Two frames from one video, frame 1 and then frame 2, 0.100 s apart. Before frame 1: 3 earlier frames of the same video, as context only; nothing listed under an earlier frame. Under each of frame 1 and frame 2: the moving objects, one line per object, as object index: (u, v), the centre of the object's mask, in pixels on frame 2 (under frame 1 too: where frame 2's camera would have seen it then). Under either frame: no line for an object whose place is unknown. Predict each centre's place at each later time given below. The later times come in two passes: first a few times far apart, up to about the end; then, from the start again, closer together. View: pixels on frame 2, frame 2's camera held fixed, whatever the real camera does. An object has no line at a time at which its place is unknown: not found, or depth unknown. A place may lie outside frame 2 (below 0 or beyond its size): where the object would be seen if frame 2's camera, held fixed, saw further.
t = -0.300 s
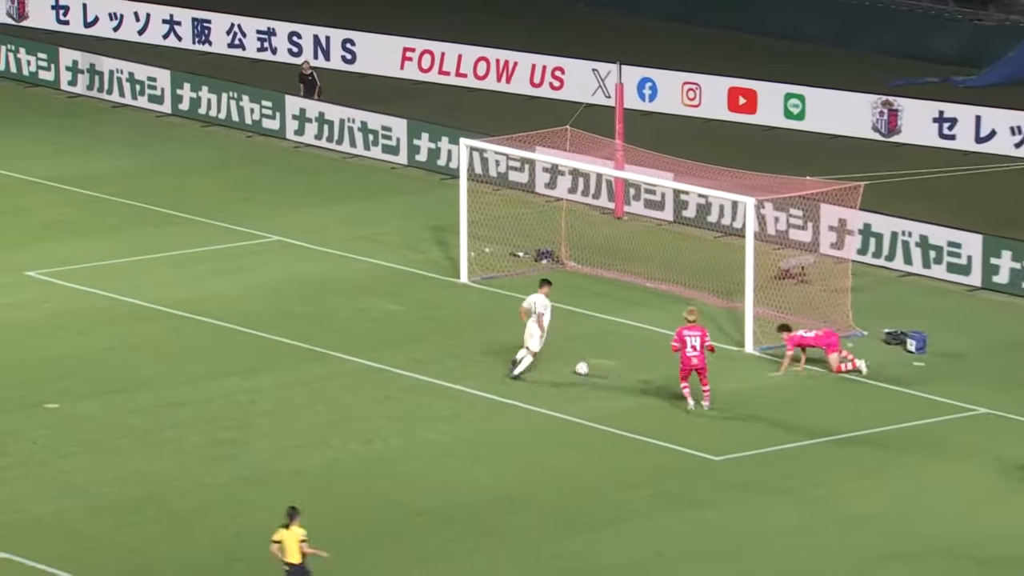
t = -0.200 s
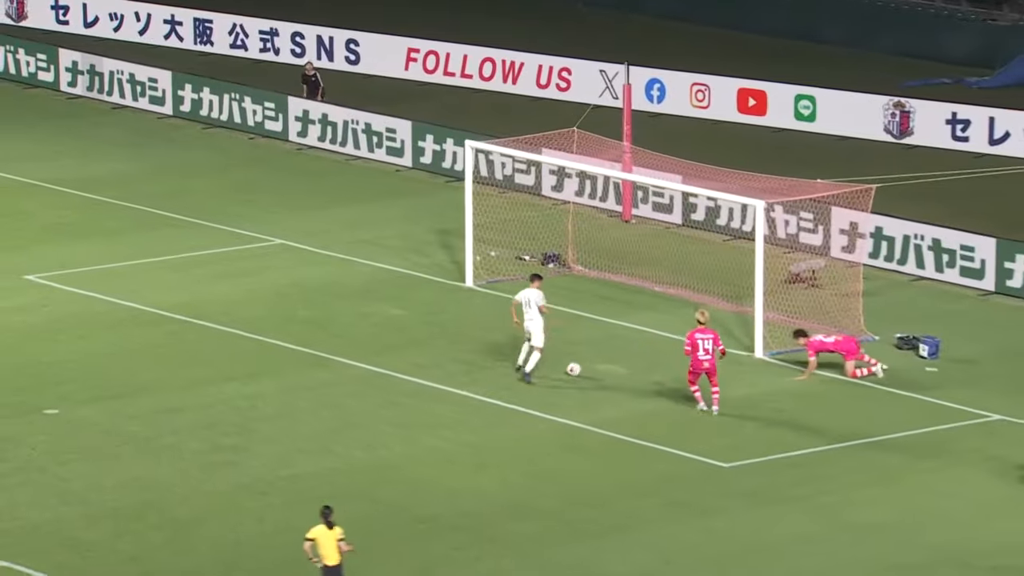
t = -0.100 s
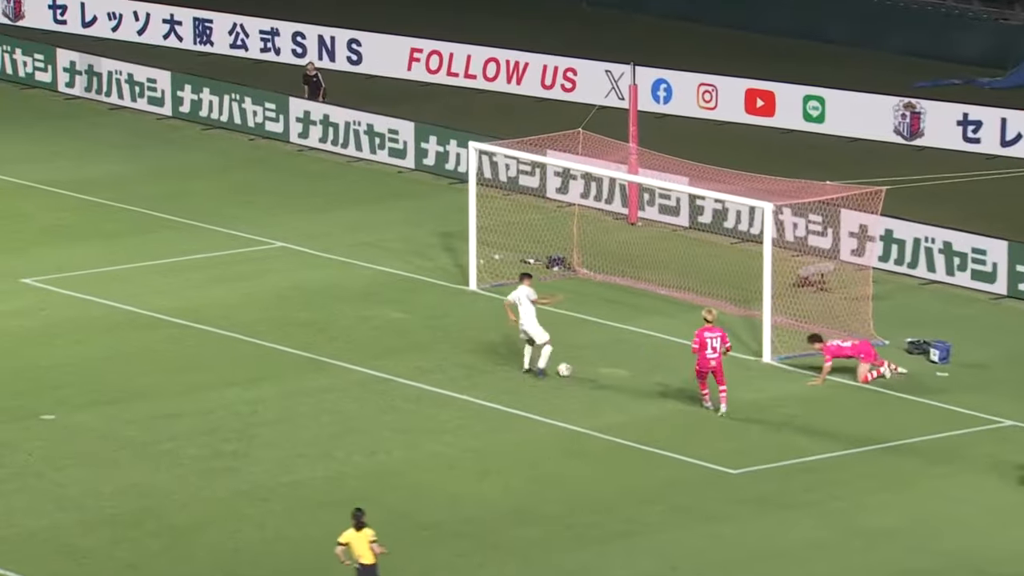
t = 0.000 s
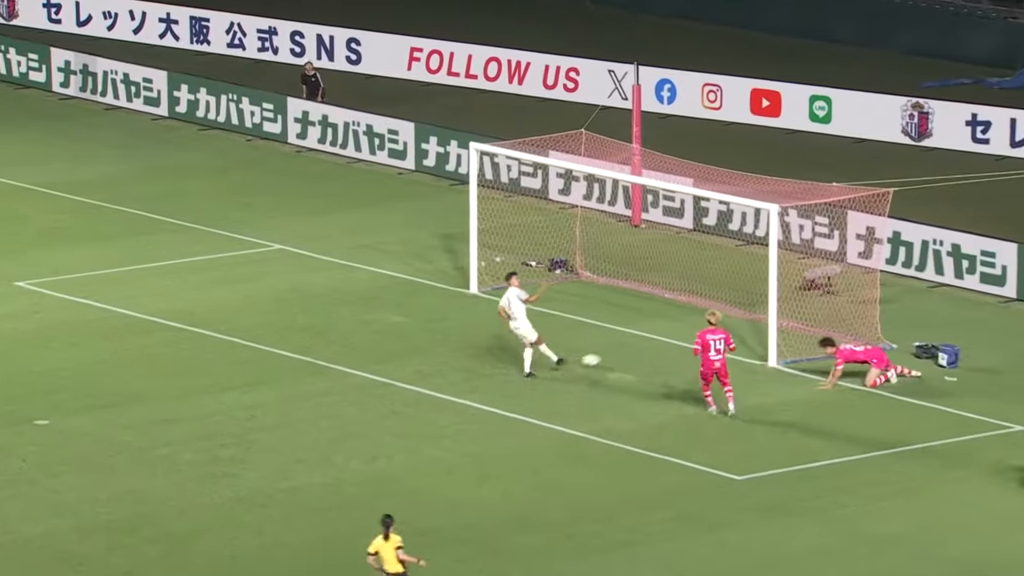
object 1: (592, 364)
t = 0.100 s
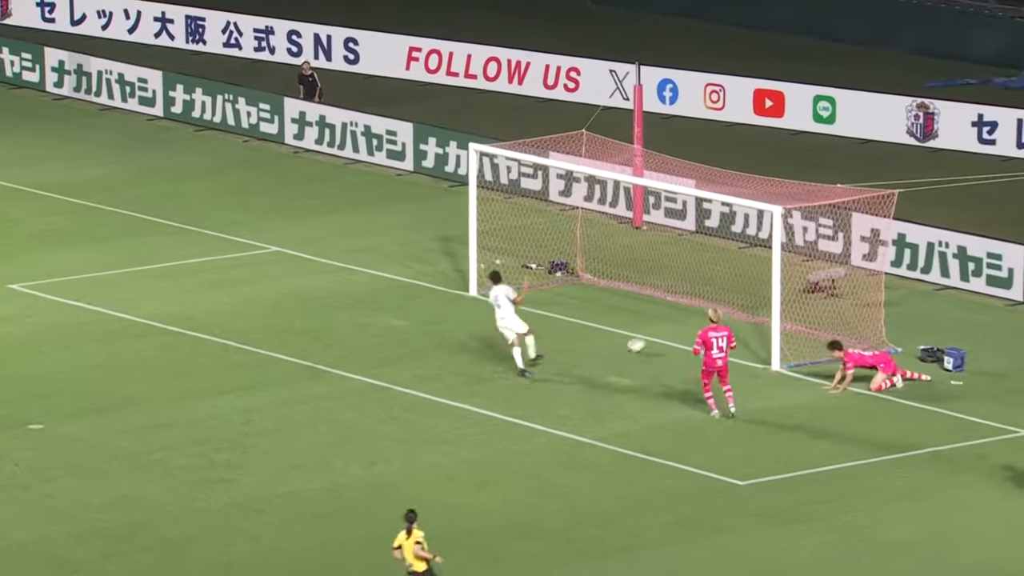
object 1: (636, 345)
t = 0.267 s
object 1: (700, 318)
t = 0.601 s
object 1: (741, 240)
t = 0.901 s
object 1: (735, 226)
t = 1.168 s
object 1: (720, 260)
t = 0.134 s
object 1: (650, 339)
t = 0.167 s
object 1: (663, 334)
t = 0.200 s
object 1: (677, 330)
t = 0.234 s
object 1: (689, 325)
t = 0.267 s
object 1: (700, 318)
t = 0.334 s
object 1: (727, 310)
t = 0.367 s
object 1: (733, 302)
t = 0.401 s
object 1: (734, 288)
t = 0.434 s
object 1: (737, 277)
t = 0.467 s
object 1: (738, 266)
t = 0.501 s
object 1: (739, 258)
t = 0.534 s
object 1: (740, 251)
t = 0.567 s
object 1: (741, 245)
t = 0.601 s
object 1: (741, 240)
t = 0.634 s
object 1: (741, 236)
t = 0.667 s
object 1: (742, 232)
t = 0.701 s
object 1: (742, 229)
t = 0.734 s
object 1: (741, 226)
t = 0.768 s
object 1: (740, 226)
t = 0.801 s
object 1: (739, 225)
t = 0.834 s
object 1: (738, 225)
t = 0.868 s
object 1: (737, 225)
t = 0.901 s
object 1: (735, 226)
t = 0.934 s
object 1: (733, 229)
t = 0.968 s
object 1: (732, 231)
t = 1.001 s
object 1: (730, 234)
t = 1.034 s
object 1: (729, 238)
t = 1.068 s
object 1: (727, 242)
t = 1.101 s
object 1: (724, 247)
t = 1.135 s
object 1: (723, 254)
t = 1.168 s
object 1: (720, 260)
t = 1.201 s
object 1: (719, 267)
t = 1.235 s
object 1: (717, 275)
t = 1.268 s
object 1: (715, 281)
